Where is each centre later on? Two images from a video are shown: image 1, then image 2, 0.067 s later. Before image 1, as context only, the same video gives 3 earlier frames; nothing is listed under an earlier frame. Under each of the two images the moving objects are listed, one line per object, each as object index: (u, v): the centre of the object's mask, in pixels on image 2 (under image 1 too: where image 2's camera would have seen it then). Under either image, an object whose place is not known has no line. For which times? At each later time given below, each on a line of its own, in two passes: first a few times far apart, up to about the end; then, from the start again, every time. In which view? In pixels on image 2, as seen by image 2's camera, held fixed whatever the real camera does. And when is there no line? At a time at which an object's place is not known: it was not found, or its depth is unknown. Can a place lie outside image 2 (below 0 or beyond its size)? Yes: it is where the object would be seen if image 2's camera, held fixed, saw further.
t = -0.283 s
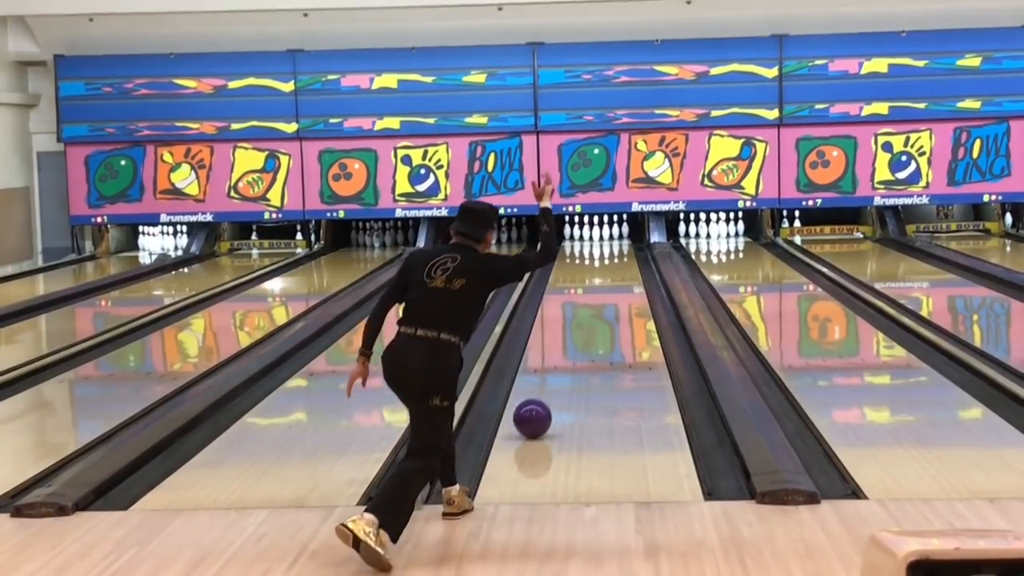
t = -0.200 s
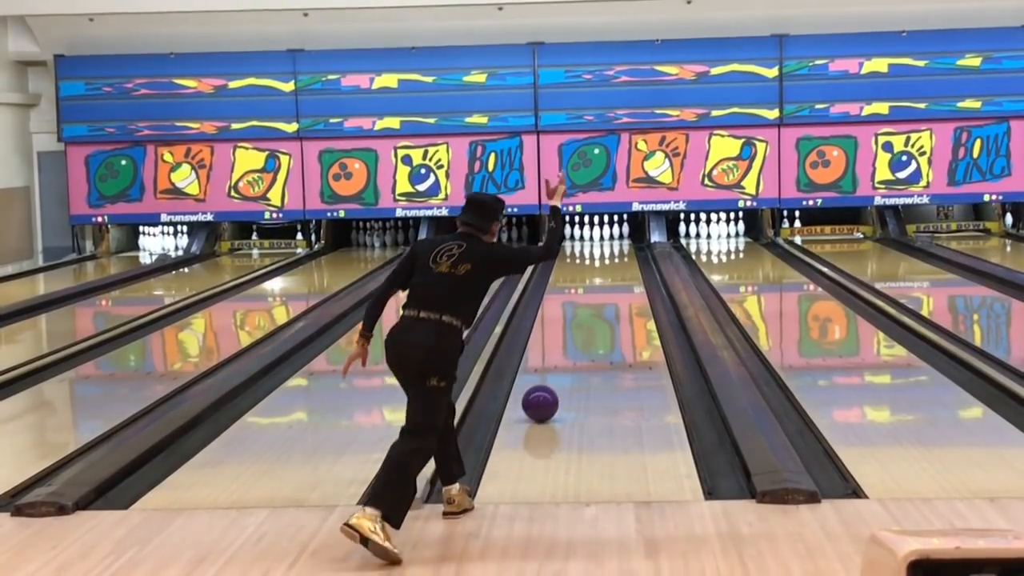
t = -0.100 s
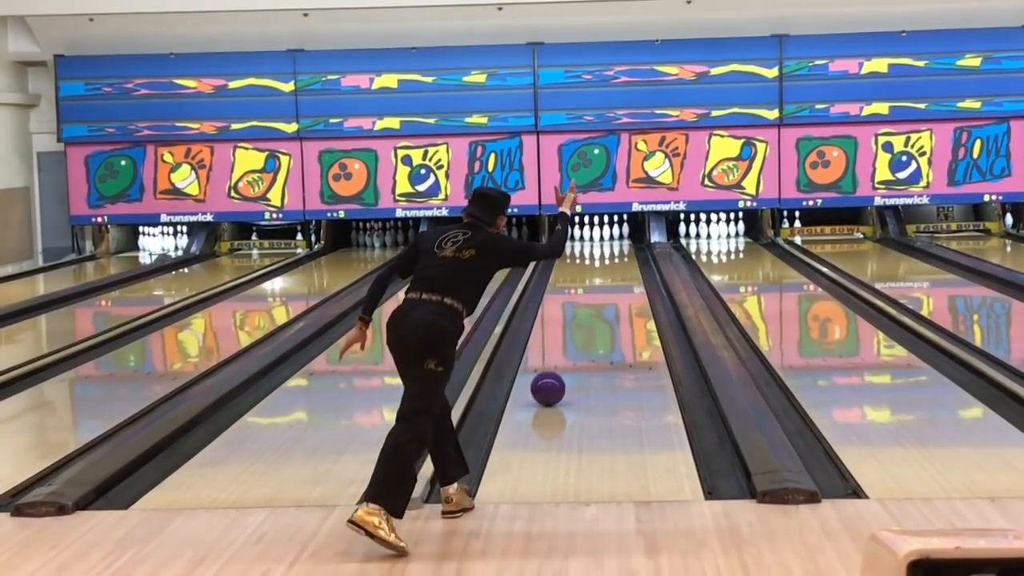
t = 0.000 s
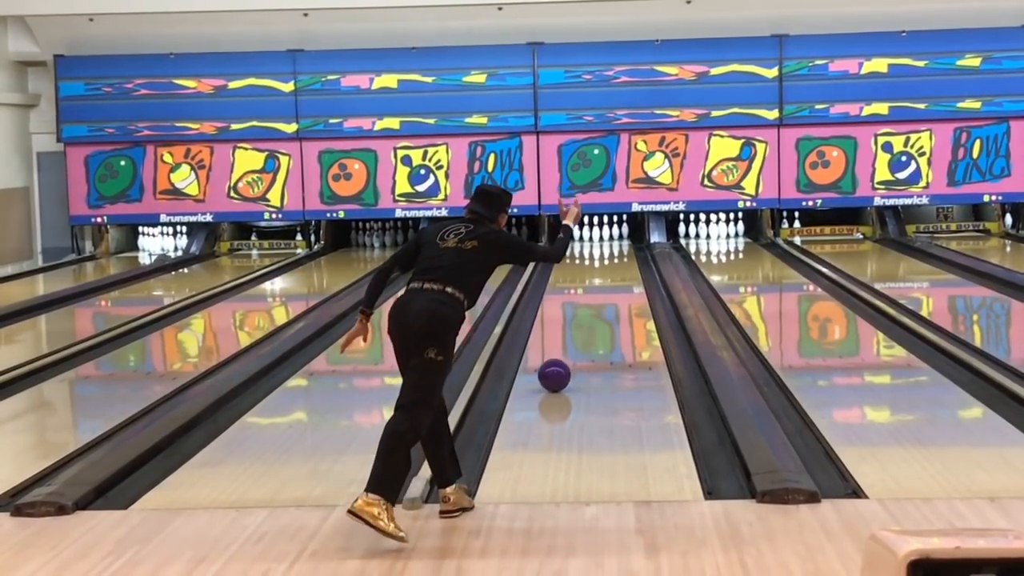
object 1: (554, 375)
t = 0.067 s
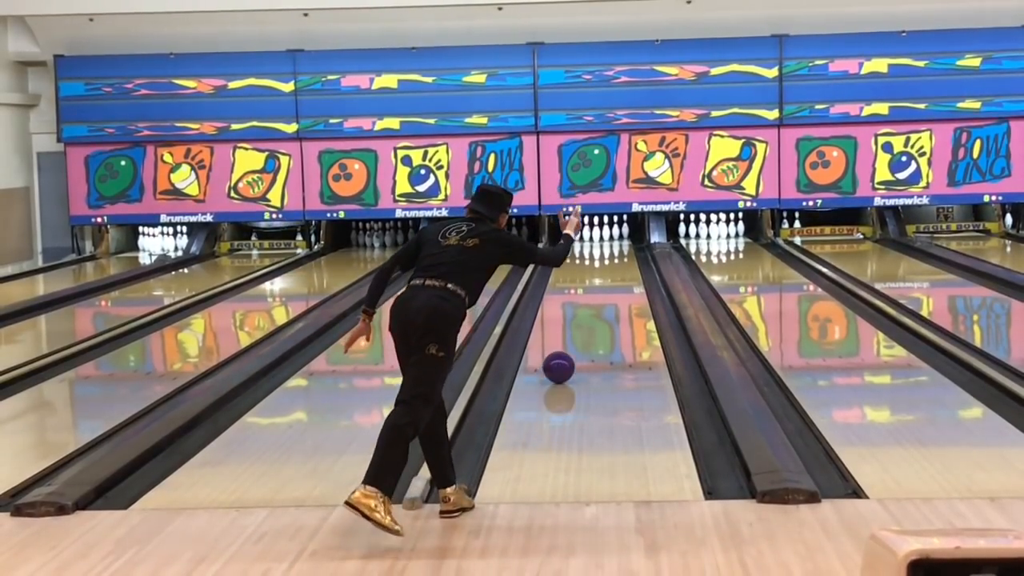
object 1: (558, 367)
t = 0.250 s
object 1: (568, 347)
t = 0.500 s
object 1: (579, 326)
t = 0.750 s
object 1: (587, 308)
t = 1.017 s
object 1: (595, 292)
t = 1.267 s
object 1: (600, 280)
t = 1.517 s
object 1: (604, 270)
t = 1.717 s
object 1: (607, 262)
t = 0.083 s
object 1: (559, 365)
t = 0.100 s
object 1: (560, 363)
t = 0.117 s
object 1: (561, 361)
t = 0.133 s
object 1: (562, 360)
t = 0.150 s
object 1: (563, 358)
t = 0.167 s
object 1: (564, 356)
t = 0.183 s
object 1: (565, 354)
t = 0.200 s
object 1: (566, 352)
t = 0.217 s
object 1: (567, 351)
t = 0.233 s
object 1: (567, 349)
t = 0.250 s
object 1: (568, 347)
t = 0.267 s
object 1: (569, 346)
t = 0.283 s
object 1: (570, 344)
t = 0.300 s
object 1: (571, 343)
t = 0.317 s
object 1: (571, 341)
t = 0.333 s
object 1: (572, 340)
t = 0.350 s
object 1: (573, 338)
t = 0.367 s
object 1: (574, 337)
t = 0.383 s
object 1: (574, 336)
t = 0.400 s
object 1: (575, 334)
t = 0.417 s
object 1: (576, 333)
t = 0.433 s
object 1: (576, 331)
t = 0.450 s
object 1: (577, 330)
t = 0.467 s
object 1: (578, 329)
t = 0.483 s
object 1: (578, 327)
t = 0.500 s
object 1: (579, 326)
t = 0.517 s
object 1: (580, 325)
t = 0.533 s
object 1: (580, 323)
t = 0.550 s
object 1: (581, 322)
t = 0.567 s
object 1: (581, 321)
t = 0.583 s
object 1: (582, 319)
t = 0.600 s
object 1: (583, 318)
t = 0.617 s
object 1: (583, 317)
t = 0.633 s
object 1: (584, 316)
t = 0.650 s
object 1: (584, 315)
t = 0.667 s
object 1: (585, 314)
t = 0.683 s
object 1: (585, 312)
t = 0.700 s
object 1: (586, 311)
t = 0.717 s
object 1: (586, 310)
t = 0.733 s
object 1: (587, 309)
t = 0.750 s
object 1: (587, 308)
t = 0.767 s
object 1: (588, 307)
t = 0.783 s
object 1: (589, 305)
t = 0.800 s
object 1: (589, 305)
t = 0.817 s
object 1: (590, 303)
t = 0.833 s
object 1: (590, 302)
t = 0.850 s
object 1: (590, 302)
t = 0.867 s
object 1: (591, 300)
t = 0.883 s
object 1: (591, 300)
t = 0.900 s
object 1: (592, 298)
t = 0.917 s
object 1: (592, 297)
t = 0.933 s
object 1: (593, 296)
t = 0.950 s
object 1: (593, 295)
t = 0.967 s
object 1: (593, 294)
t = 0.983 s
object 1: (594, 294)
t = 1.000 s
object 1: (594, 293)
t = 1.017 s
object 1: (595, 292)
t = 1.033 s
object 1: (595, 291)
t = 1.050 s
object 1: (595, 290)
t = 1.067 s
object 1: (596, 289)
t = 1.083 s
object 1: (596, 288)
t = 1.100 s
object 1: (597, 287)
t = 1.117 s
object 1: (597, 286)
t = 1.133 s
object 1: (597, 286)
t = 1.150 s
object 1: (598, 285)
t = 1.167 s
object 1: (598, 284)
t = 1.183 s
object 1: (598, 283)
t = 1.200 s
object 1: (599, 283)
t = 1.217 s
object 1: (599, 282)
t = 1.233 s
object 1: (599, 281)
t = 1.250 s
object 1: (600, 280)
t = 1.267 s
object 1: (600, 280)
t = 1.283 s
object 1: (600, 279)
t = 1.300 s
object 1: (601, 278)
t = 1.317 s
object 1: (601, 277)
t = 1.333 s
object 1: (601, 277)
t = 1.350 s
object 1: (601, 276)
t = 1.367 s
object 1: (602, 276)
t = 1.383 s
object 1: (602, 275)
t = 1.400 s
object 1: (602, 274)
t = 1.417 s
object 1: (603, 274)
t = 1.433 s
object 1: (603, 273)
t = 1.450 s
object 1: (603, 272)
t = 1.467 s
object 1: (604, 272)
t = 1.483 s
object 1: (604, 271)
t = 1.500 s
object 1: (604, 270)
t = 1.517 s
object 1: (604, 270)
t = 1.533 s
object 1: (604, 269)
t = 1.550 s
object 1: (605, 268)
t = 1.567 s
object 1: (605, 268)
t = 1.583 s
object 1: (605, 267)
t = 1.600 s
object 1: (605, 266)
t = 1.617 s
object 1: (606, 266)
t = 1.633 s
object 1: (606, 265)
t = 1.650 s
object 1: (606, 265)
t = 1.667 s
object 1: (606, 264)
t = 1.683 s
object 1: (606, 263)
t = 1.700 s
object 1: (607, 263)
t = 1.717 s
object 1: (607, 262)
